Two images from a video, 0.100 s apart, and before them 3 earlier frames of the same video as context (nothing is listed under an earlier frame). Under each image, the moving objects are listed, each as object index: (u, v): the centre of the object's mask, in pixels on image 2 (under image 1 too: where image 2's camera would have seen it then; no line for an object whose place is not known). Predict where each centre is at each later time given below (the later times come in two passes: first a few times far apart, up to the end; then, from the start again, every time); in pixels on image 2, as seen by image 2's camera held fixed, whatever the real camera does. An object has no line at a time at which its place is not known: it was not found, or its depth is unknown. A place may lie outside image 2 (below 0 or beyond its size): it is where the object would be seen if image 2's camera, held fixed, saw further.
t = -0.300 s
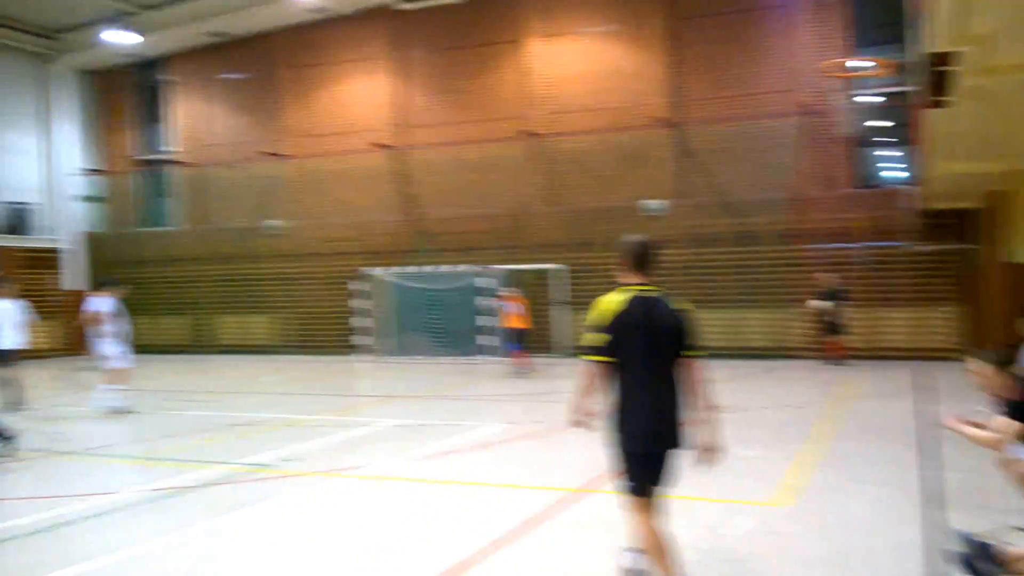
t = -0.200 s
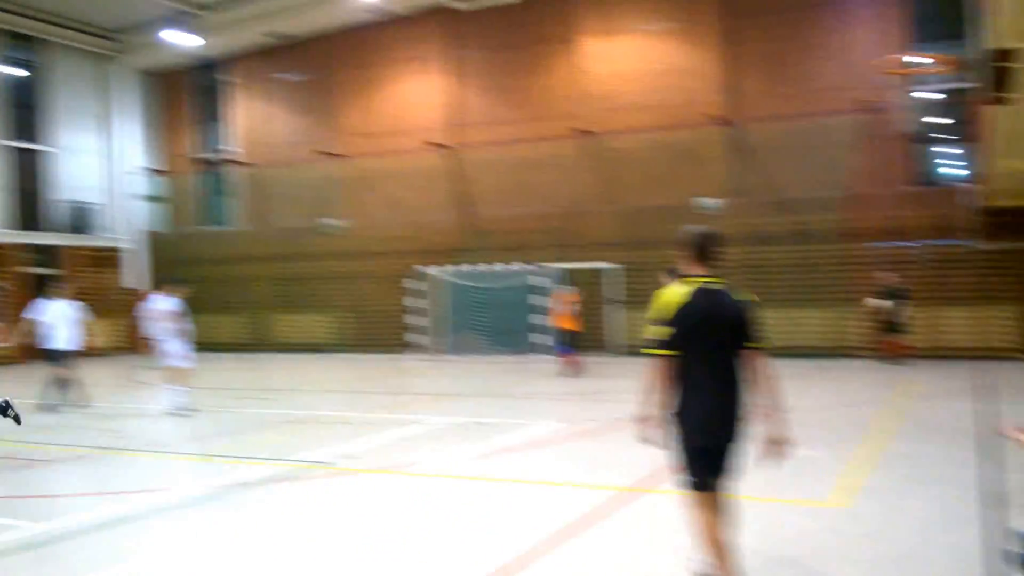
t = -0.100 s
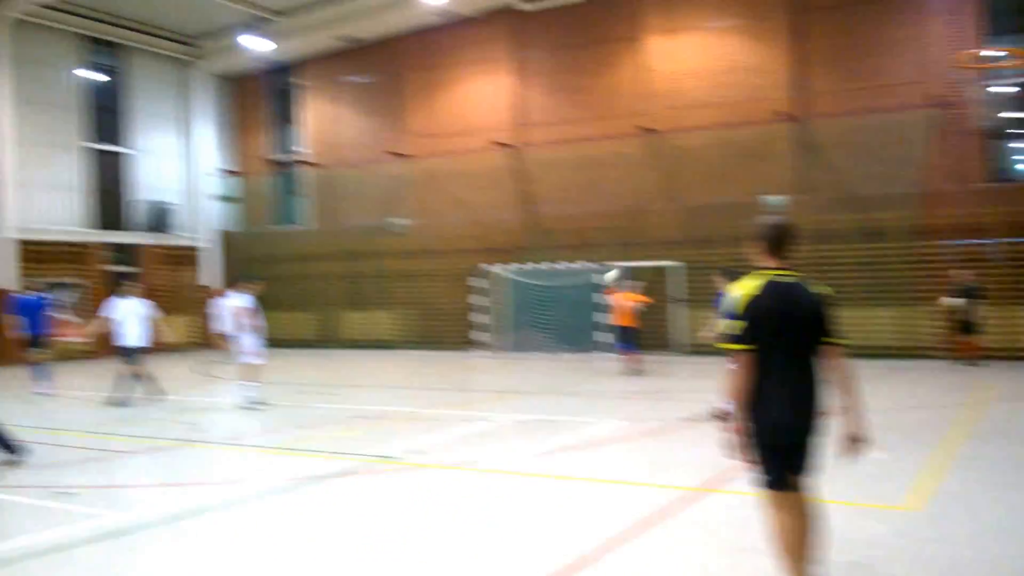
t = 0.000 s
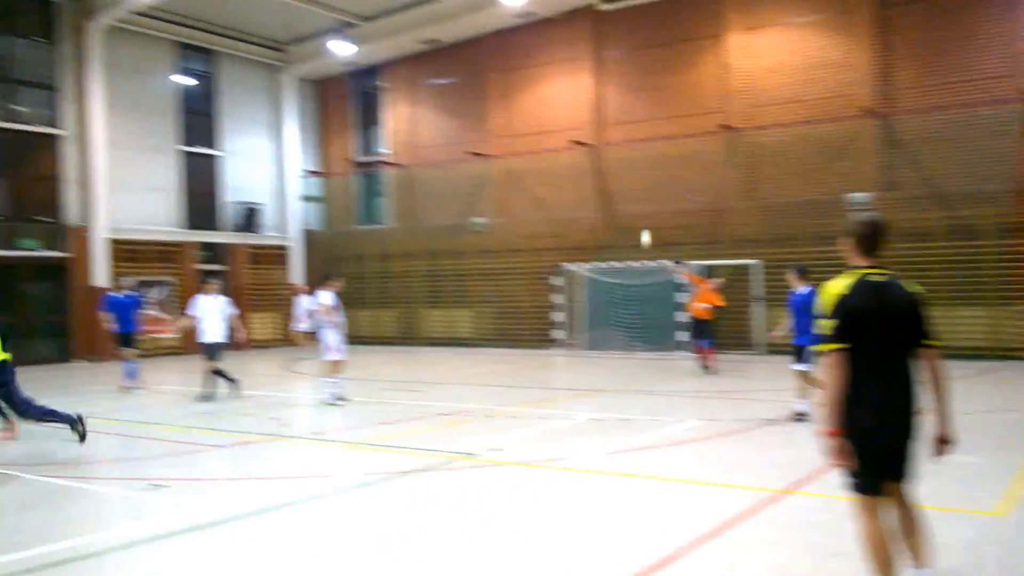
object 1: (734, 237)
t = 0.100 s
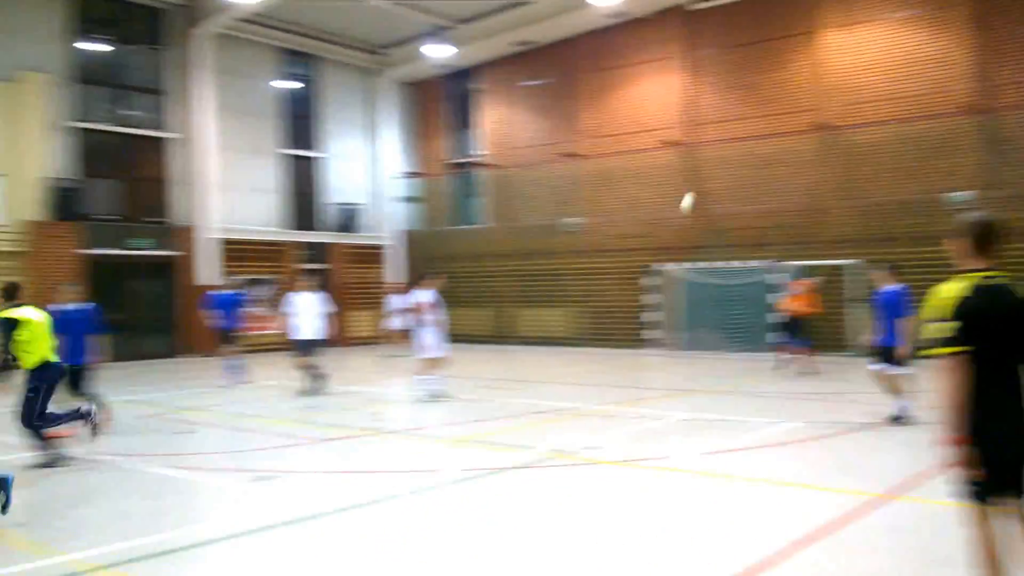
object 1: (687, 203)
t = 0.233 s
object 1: (617, 157)
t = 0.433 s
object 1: (485, 100)
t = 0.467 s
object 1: (466, 90)
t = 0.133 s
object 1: (671, 191)
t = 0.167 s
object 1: (654, 180)
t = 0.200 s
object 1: (636, 169)
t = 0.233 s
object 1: (617, 157)
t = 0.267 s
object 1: (596, 147)
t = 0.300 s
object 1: (575, 136)
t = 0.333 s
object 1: (554, 126)
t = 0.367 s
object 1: (534, 115)
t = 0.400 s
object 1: (508, 105)
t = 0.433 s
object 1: (485, 100)
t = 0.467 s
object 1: (466, 90)
